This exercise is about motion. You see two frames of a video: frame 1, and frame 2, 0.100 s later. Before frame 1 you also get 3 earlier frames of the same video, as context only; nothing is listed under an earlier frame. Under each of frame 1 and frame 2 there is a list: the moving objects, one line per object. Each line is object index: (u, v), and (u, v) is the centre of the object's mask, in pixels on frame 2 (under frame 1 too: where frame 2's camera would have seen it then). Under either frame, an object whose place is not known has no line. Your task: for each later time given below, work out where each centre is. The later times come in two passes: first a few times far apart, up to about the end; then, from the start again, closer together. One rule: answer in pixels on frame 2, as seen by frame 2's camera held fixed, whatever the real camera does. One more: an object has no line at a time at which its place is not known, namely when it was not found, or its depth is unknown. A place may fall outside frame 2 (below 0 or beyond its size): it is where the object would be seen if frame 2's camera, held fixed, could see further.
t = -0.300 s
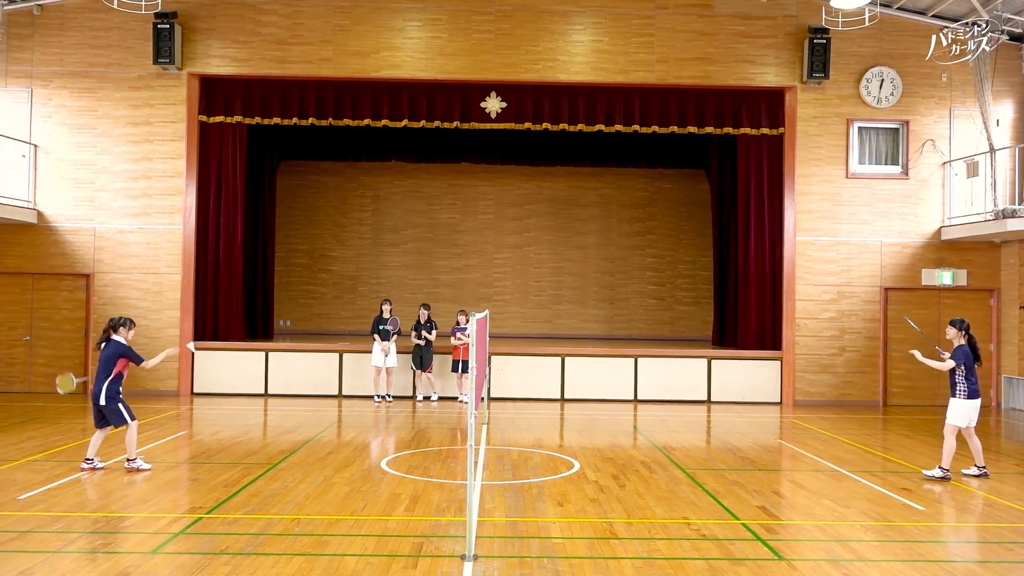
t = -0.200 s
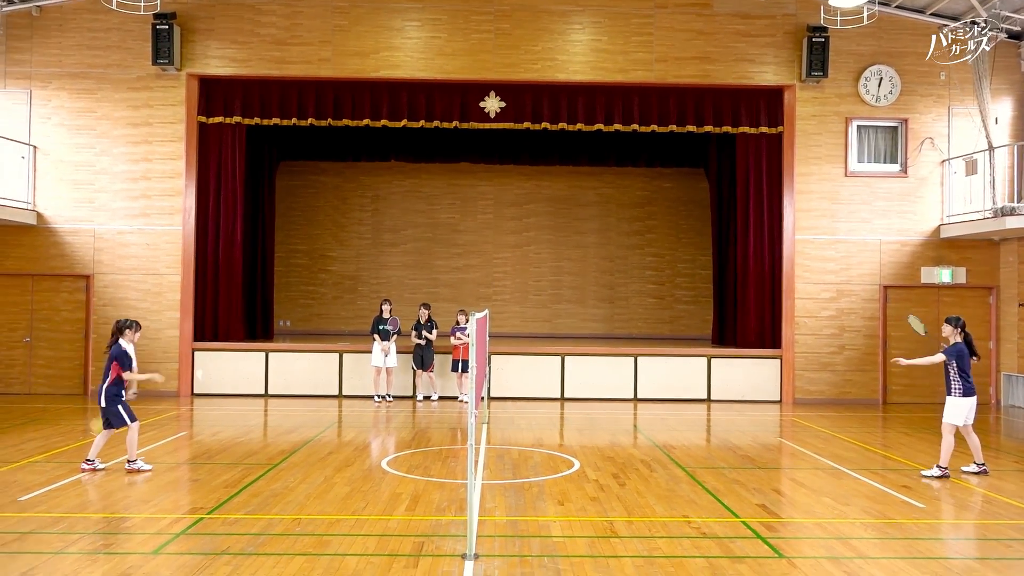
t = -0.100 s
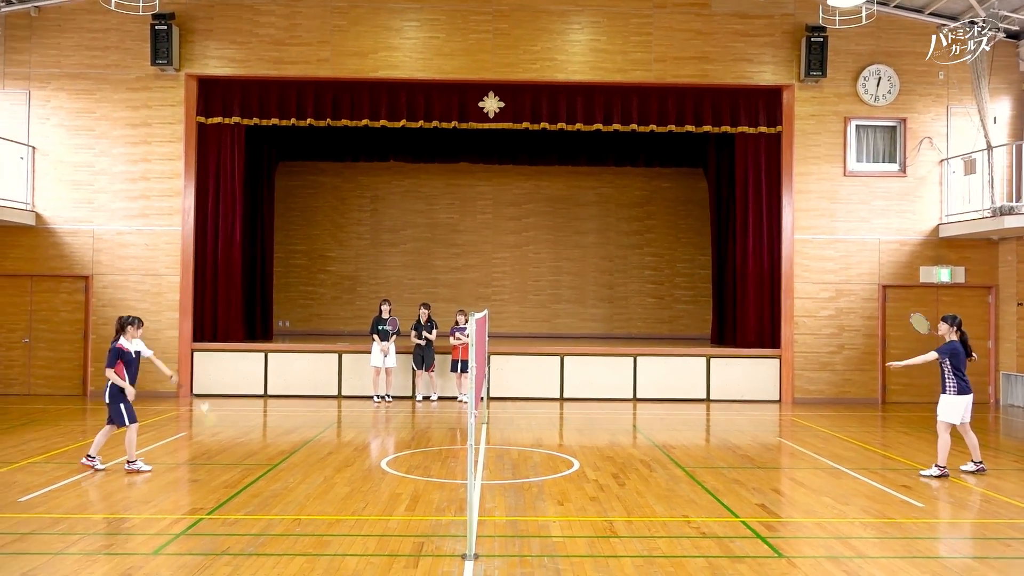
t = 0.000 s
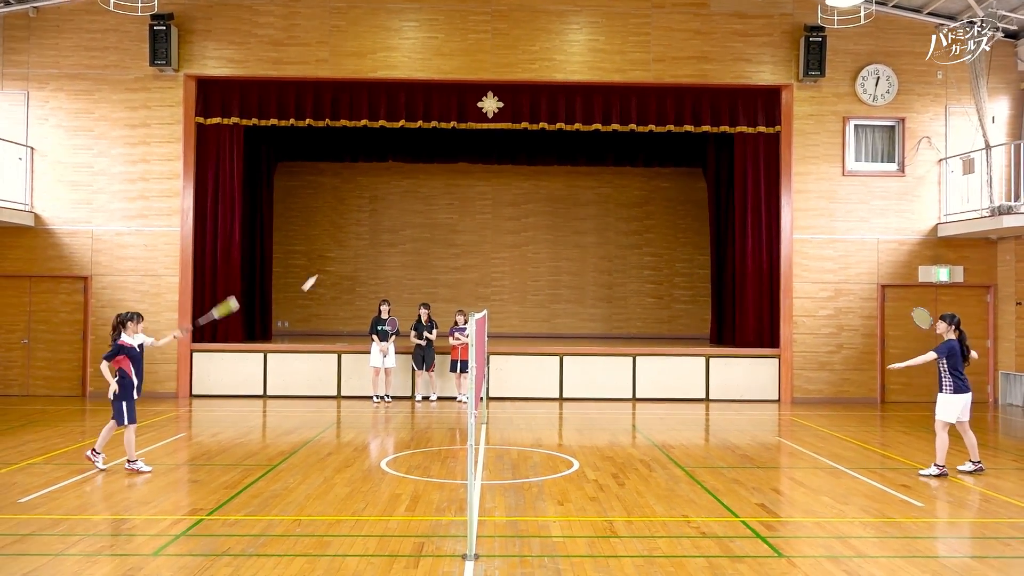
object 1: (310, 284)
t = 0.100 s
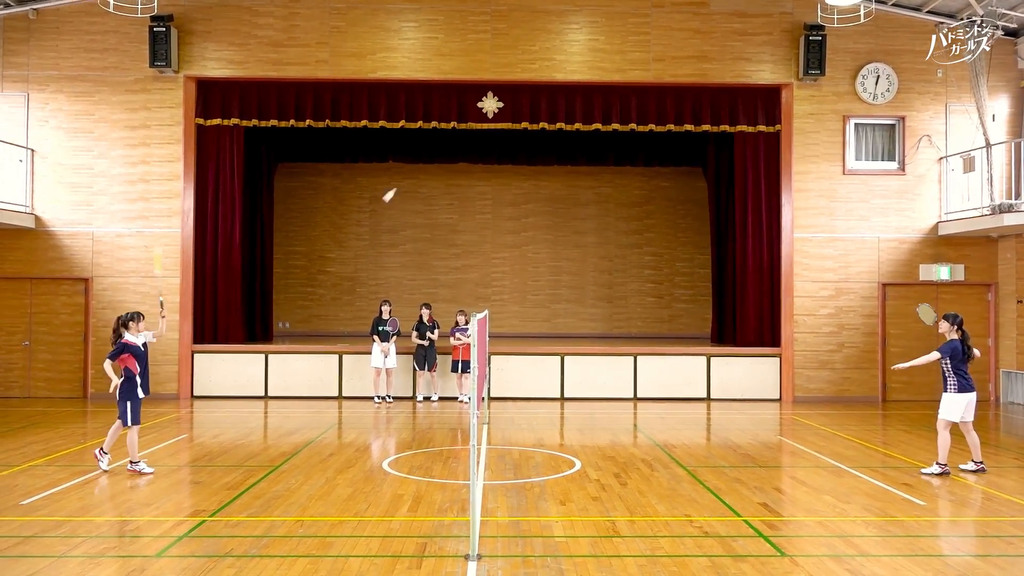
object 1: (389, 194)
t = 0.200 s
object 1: (451, 132)
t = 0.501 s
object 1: (591, 40)
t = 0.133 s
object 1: (411, 172)
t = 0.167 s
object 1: (432, 151)
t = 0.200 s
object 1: (451, 132)
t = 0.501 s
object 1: (591, 40)
